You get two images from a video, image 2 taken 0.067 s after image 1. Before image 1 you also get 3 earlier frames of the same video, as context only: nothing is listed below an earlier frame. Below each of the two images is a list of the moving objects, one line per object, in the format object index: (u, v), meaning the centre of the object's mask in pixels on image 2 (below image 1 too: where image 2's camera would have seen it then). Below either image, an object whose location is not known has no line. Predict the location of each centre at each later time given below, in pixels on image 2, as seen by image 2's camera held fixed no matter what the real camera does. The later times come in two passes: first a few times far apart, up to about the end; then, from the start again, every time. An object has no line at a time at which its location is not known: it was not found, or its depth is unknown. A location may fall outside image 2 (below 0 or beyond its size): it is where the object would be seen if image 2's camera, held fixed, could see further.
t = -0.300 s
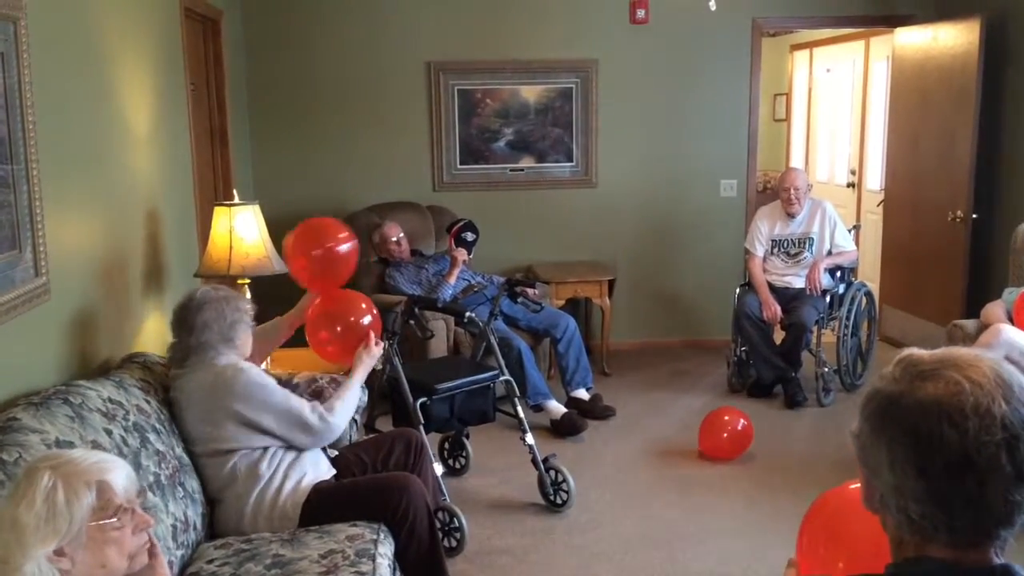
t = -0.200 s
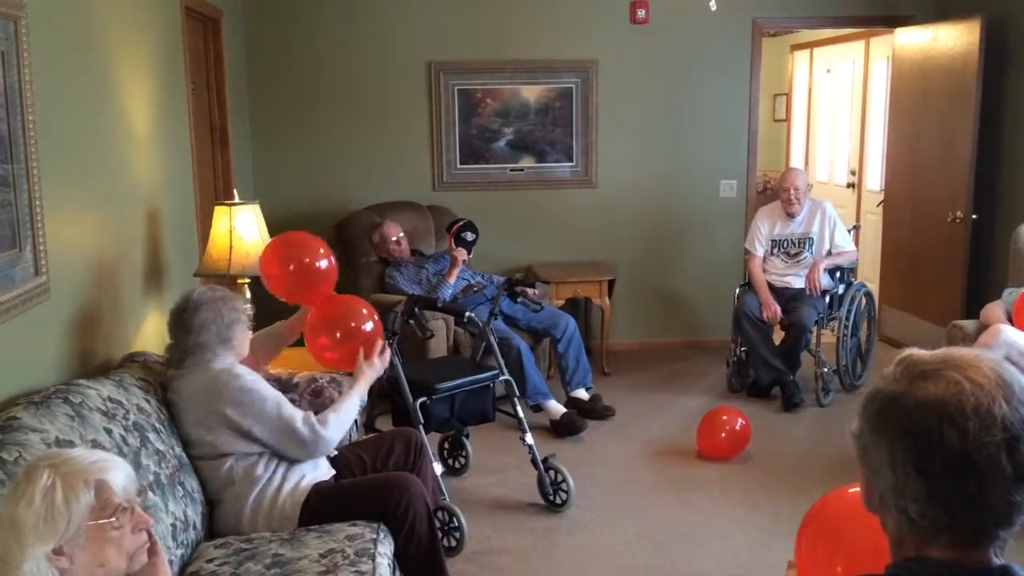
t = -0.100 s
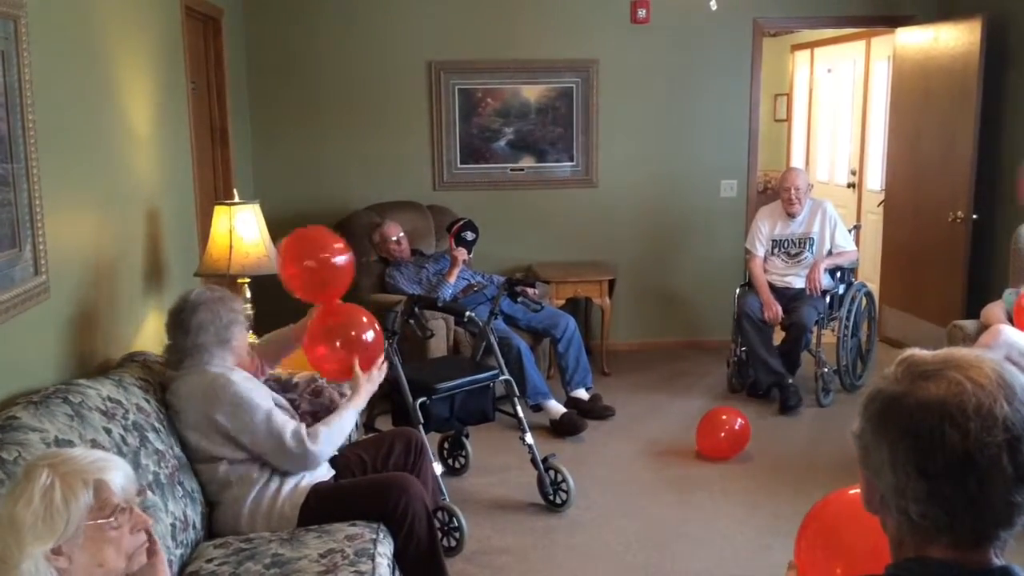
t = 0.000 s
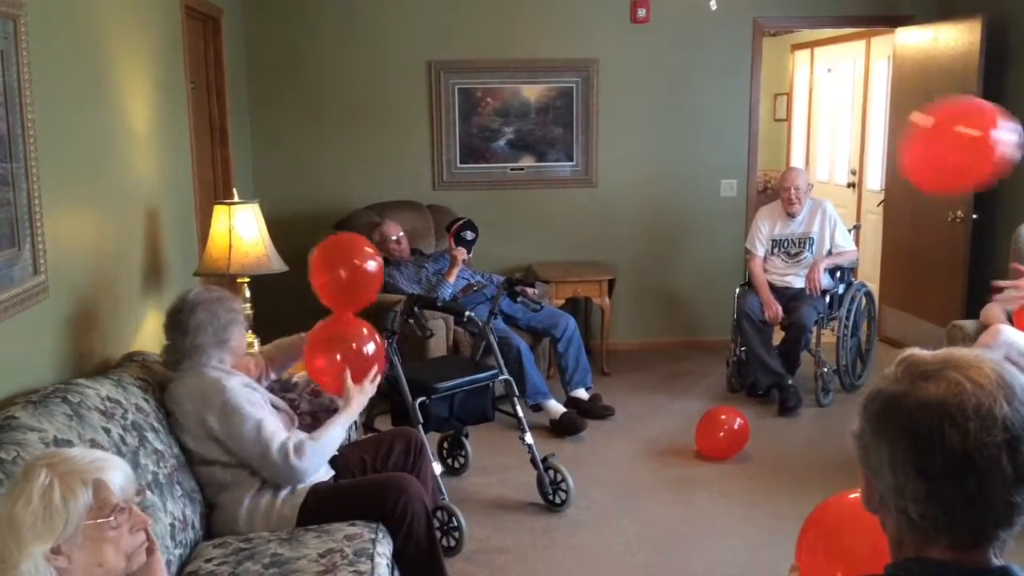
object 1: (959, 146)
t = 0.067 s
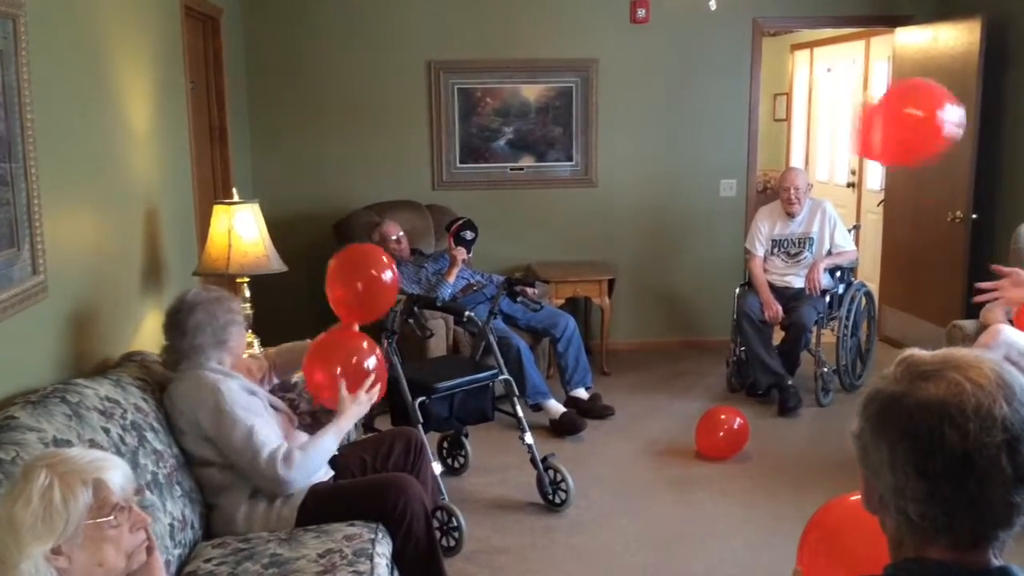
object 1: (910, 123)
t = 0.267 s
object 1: (830, 66)
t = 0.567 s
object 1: (782, 59)
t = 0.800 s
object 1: (756, 112)
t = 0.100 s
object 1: (893, 113)
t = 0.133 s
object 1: (875, 102)
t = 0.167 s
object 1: (861, 92)
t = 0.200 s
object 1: (851, 82)
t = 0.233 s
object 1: (838, 73)
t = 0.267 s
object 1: (830, 66)
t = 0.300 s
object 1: (824, 60)
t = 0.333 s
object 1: (816, 55)
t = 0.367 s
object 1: (810, 52)
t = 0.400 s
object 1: (805, 51)
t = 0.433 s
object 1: (799, 50)
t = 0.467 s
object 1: (796, 50)
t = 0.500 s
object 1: (790, 52)
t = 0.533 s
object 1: (786, 55)
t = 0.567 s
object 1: (782, 59)
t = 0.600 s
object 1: (778, 64)
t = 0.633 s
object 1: (774, 70)
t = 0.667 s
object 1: (770, 77)
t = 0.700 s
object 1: (767, 85)
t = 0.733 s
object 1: (763, 93)
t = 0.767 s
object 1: (759, 102)
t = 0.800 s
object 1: (756, 112)
